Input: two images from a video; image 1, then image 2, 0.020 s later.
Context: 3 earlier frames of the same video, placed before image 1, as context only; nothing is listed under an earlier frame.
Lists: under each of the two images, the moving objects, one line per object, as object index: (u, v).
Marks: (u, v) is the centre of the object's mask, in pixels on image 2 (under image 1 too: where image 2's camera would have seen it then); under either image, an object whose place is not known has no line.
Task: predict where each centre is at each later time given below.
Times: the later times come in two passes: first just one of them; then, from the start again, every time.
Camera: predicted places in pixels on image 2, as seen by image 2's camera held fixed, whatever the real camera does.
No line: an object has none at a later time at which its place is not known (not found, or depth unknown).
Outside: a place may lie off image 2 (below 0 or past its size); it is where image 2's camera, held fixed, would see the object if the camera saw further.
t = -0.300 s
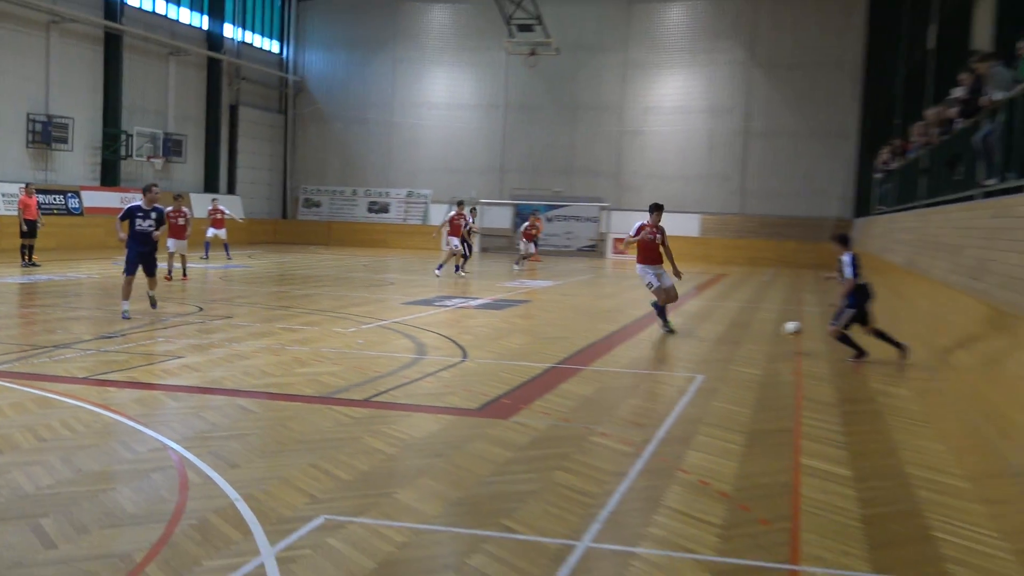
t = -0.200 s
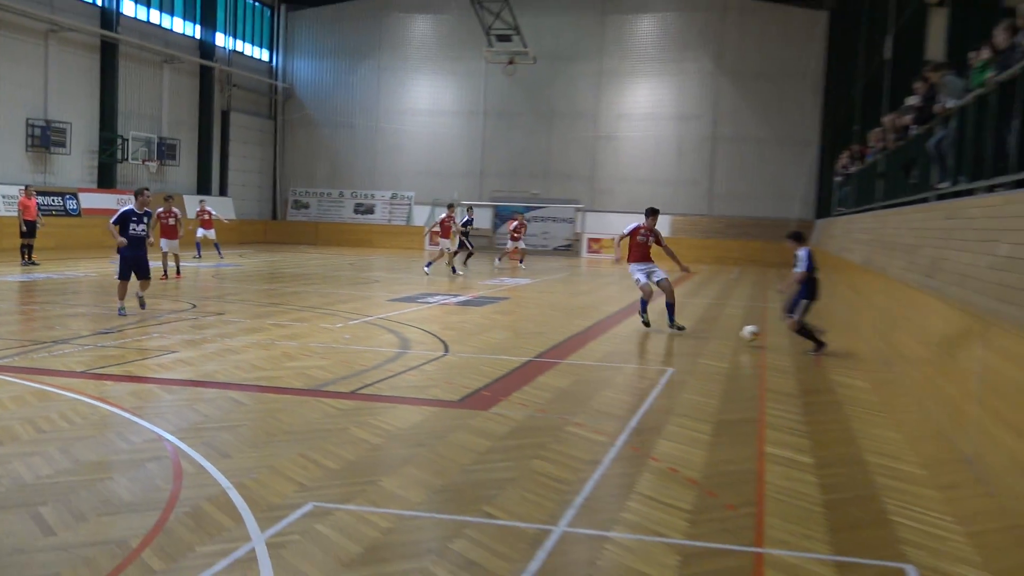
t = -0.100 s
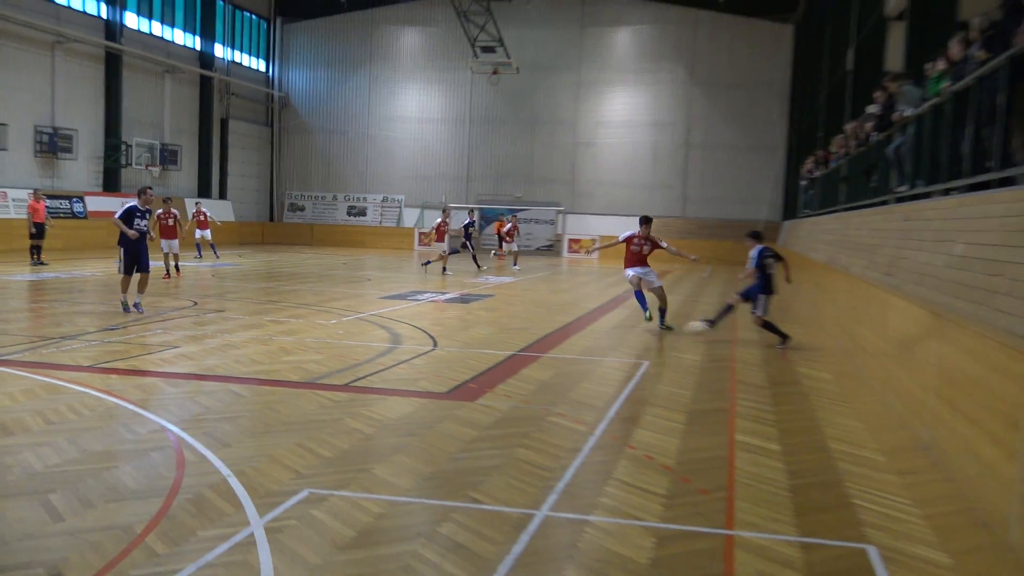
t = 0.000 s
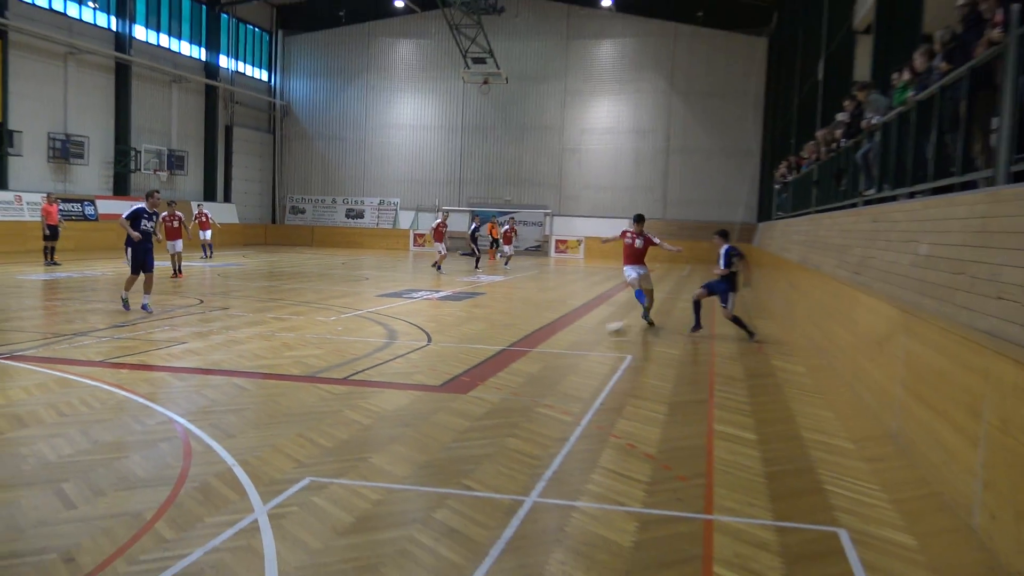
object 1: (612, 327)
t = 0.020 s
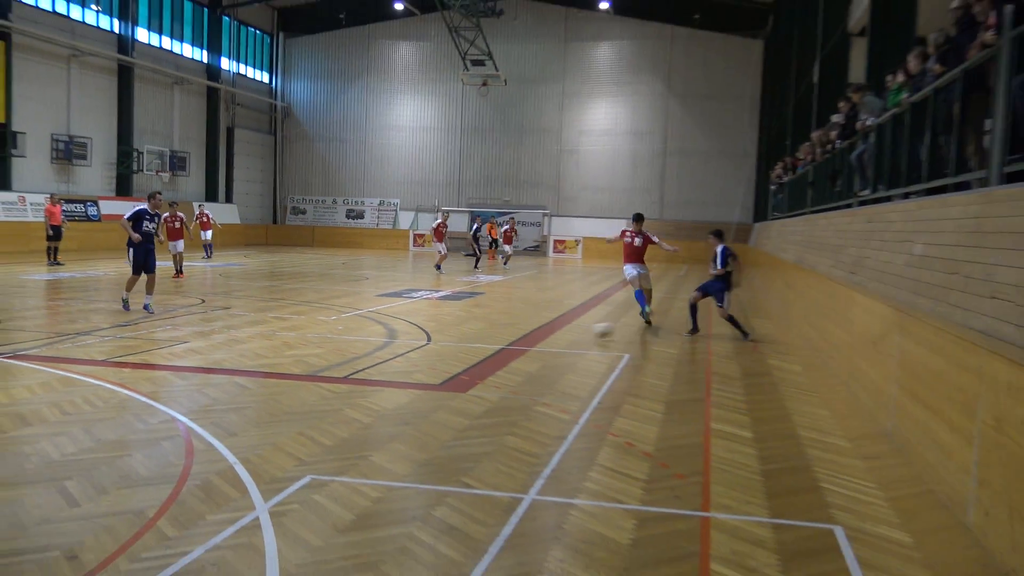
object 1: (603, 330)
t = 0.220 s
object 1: (484, 334)
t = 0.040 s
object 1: (591, 332)
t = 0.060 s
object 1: (578, 331)
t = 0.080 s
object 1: (567, 331)
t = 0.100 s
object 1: (555, 330)
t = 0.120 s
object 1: (543, 330)
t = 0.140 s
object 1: (531, 328)
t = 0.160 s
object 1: (518, 328)
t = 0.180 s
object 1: (508, 331)
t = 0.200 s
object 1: (497, 333)
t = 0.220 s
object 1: (484, 334)
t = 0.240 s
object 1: (471, 338)
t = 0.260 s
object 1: (458, 340)
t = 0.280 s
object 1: (448, 340)
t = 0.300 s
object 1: (436, 339)
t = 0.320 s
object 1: (424, 339)
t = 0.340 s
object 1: (413, 340)
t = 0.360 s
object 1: (400, 341)
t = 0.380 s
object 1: (388, 344)
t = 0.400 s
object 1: (375, 346)
